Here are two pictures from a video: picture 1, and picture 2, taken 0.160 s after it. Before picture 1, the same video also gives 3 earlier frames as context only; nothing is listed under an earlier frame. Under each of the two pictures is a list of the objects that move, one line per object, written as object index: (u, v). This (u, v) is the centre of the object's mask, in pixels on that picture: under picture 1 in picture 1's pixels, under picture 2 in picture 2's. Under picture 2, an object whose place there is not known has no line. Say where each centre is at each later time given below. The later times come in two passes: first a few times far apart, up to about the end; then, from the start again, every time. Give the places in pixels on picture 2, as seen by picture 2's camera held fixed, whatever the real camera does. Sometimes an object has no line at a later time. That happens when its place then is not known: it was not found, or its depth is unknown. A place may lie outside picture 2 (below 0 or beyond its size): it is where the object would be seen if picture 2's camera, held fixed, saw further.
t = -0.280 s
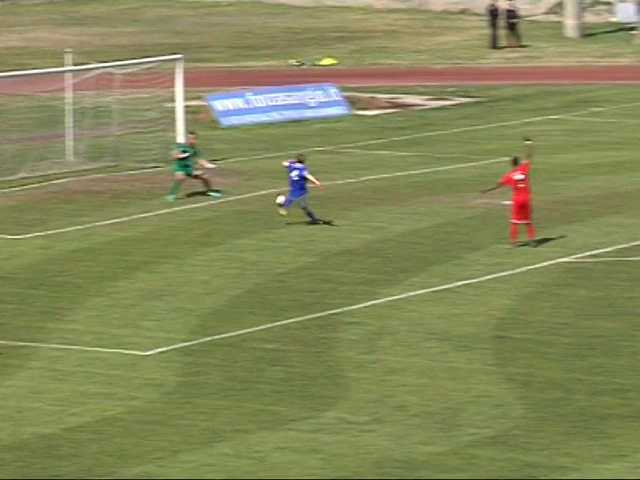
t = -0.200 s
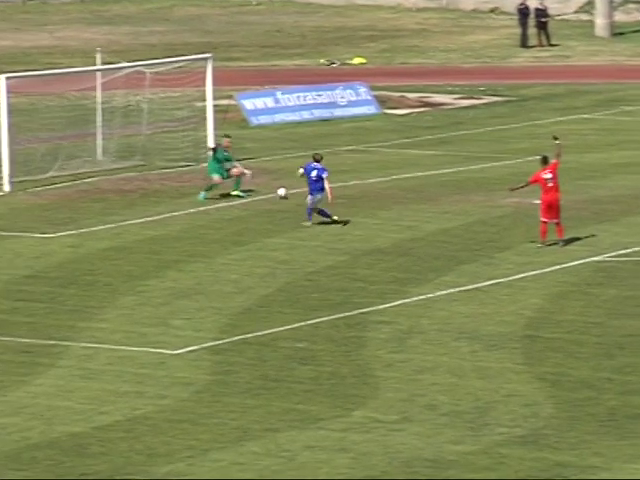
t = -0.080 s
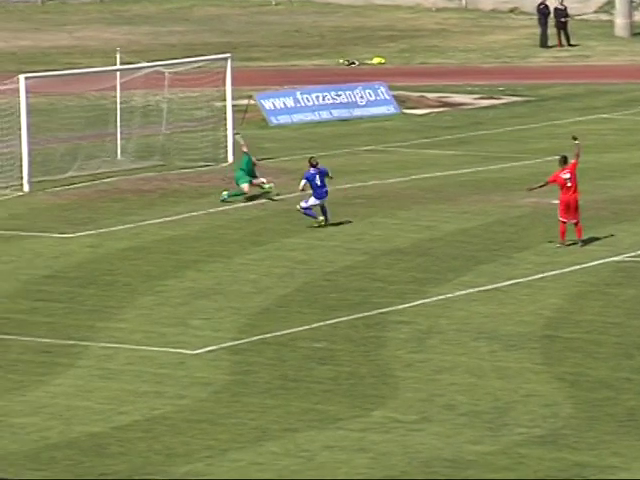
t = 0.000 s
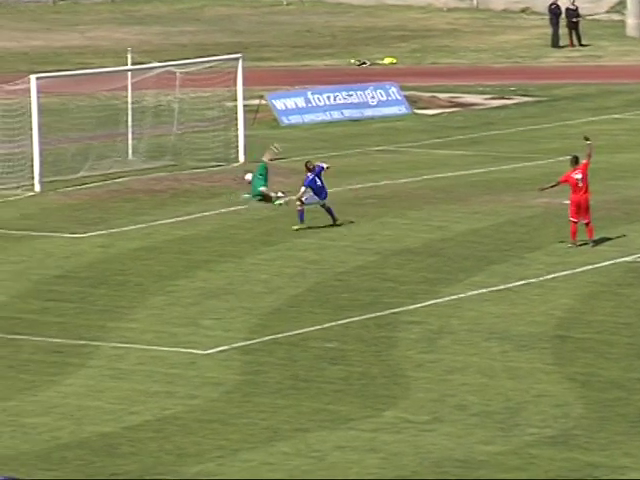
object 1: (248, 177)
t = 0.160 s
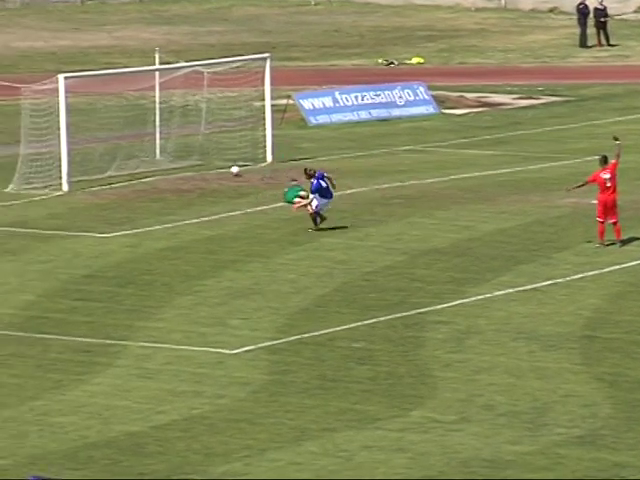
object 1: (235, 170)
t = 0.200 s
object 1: (225, 169)
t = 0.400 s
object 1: (182, 162)
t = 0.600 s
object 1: (161, 148)
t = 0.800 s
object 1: (174, 124)
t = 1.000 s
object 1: (195, 117)
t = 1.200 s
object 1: (216, 125)
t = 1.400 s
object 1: (232, 146)
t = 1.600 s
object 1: (236, 155)
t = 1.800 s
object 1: (231, 160)
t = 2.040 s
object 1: (220, 161)
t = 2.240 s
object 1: (210, 162)
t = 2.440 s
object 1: (203, 162)
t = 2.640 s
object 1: (198, 163)
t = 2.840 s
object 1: (193, 163)
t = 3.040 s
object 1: (189, 163)
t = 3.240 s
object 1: (185, 163)
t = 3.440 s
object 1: (183, 163)
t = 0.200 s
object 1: (225, 169)
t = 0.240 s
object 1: (216, 166)
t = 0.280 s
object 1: (207, 163)
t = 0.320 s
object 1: (199, 162)
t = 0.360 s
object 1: (189, 161)
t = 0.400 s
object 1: (182, 162)
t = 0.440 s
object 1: (174, 163)
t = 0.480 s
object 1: (166, 164)
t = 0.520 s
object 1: (161, 159)
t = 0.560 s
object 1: (160, 153)
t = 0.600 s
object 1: (161, 148)
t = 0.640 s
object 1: (163, 142)
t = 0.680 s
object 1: (165, 137)
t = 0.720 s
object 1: (168, 133)
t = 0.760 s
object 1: (171, 129)
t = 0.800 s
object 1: (174, 124)
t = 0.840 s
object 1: (179, 122)
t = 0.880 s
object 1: (182, 120)
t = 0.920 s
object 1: (187, 118)
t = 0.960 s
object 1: (191, 117)
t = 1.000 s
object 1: (195, 117)
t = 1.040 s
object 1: (199, 117)
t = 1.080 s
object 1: (203, 118)
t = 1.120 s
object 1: (207, 119)
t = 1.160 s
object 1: (211, 121)
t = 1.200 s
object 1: (216, 125)
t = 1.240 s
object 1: (220, 129)
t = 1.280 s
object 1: (223, 132)
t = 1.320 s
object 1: (226, 136)
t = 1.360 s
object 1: (229, 141)
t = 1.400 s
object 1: (232, 146)
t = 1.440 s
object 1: (235, 151)
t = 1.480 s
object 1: (238, 158)
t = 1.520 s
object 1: (238, 157)
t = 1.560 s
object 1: (237, 156)
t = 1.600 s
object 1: (236, 155)
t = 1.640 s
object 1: (235, 155)
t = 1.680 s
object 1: (234, 154)
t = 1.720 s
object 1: (233, 156)
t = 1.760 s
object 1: (233, 157)
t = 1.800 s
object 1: (231, 160)
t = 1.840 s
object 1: (230, 160)
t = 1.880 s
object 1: (228, 160)
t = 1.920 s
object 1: (226, 160)
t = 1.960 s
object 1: (224, 161)
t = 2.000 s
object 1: (221, 161)
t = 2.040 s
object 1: (220, 161)
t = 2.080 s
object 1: (218, 161)
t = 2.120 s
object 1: (215, 161)
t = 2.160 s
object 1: (213, 162)
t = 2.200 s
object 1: (212, 161)
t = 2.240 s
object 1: (210, 162)
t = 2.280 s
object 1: (209, 162)
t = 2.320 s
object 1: (208, 162)
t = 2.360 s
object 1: (206, 162)
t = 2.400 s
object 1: (204, 162)
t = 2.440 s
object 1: (203, 162)
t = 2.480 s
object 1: (202, 162)
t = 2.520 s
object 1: (201, 162)
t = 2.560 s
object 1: (200, 163)
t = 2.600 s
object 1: (199, 162)
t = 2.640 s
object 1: (198, 163)
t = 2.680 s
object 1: (196, 163)
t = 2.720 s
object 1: (195, 163)
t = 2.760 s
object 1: (195, 163)
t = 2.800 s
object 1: (194, 163)
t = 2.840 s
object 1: (193, 163)
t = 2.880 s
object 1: (191, 162)
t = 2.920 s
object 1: (191, 162)
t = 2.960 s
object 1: (190, 162)
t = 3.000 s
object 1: (189, 163)
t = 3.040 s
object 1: (189, 163)
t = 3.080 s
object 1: (188, 163)
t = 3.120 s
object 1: (187, 163)
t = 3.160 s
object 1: (187, 163)
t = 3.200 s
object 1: (186, 163)
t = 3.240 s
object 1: (185, 163)
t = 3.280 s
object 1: (185, 163)
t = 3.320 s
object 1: (184, 163)
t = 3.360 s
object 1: (184, 163)
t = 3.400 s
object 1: (184, 163)
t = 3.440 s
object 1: (183, 163)
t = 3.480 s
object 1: (183, 163)
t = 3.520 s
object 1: (183, 163)
